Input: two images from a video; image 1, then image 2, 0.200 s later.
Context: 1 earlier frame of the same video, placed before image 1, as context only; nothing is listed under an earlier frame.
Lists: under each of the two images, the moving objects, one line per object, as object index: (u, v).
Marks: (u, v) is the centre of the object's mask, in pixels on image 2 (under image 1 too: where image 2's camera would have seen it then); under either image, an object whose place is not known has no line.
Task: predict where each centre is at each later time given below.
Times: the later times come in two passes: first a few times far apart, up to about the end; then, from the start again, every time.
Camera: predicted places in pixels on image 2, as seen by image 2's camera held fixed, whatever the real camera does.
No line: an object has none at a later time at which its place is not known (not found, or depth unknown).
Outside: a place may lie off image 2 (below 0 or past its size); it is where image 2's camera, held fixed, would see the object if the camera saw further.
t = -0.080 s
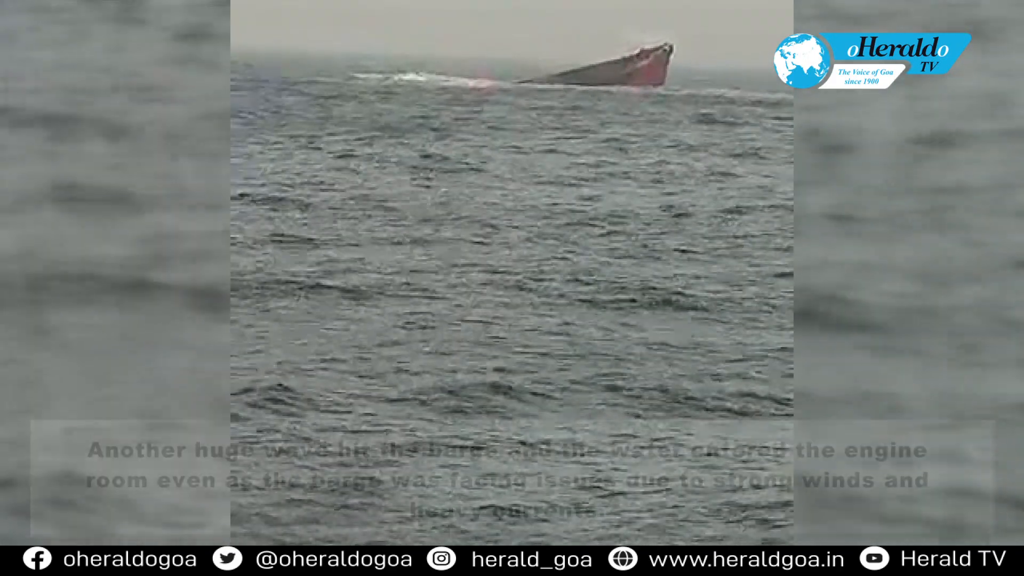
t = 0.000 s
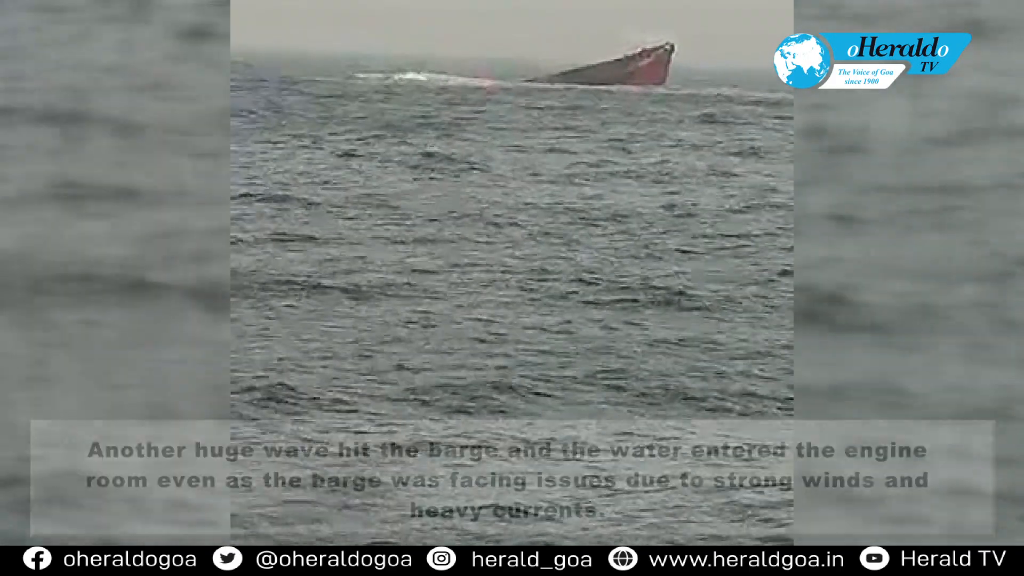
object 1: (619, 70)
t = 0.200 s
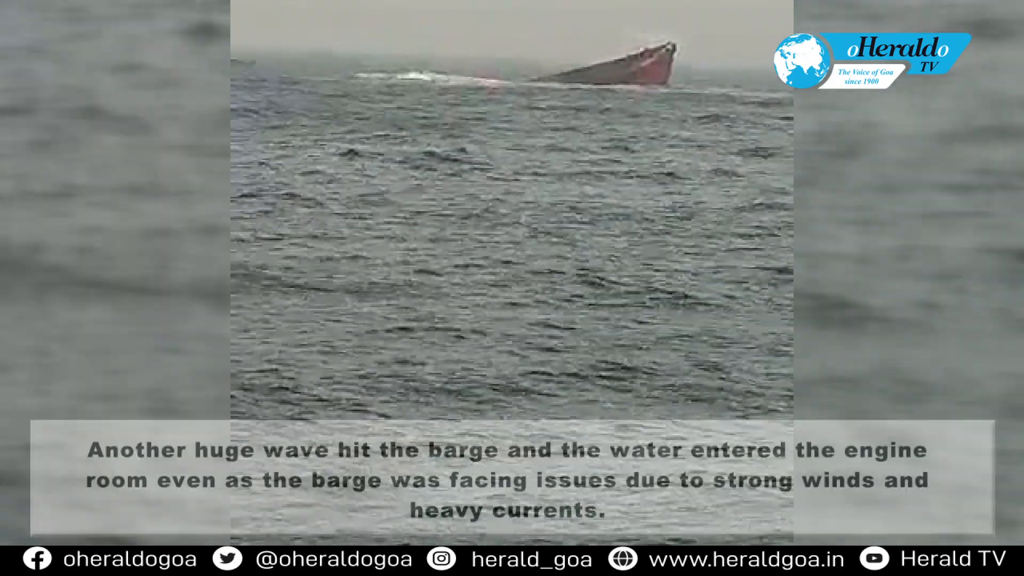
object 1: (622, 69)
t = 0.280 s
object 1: (623, 69)
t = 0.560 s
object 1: (626, 67)
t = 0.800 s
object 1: (628, 65)
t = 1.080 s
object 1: (634, 58)
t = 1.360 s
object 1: (639, 54)
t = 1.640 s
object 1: (633, 48)
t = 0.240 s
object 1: (622, 69)
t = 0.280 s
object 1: (623, 69)
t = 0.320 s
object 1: (624, 69)
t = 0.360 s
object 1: (625, 69)
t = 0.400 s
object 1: (625, 68)
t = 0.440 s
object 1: (626, 68)
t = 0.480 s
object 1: (626, 68)
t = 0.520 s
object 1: (626, 68)
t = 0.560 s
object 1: (626, 67)
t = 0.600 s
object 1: (626, 67)
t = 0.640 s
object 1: (627, 67)
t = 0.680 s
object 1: (627, 67)
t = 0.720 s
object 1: (627, 66)
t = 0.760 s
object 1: (628, 65)
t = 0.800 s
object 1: (628, 65)
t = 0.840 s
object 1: (628, 64)
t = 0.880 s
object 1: (629, 64)
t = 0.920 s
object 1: (630, 63)
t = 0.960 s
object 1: (630, 62)
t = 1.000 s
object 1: (630, 61)
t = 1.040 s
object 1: (632, 60)
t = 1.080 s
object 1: (634, 58)
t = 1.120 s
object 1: (635, 58)
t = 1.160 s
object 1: (636, 56)
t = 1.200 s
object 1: (637, 56)
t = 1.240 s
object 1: (637, 55)
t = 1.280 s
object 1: (638, 54)
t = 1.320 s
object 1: (639, 54)
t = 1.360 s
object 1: (639, 54)
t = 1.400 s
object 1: (639, 52)
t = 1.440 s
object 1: (640, 52)
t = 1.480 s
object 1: (640, 51)
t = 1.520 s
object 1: (638, 51)
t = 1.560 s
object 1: (637, 49)
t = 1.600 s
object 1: (636, 49)
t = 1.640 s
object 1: (633, 48)
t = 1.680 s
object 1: (629, 48)
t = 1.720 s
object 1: (624, 47)
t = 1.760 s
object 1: (618, 48)
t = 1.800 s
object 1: (617, 46)
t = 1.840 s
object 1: (616, 46)
